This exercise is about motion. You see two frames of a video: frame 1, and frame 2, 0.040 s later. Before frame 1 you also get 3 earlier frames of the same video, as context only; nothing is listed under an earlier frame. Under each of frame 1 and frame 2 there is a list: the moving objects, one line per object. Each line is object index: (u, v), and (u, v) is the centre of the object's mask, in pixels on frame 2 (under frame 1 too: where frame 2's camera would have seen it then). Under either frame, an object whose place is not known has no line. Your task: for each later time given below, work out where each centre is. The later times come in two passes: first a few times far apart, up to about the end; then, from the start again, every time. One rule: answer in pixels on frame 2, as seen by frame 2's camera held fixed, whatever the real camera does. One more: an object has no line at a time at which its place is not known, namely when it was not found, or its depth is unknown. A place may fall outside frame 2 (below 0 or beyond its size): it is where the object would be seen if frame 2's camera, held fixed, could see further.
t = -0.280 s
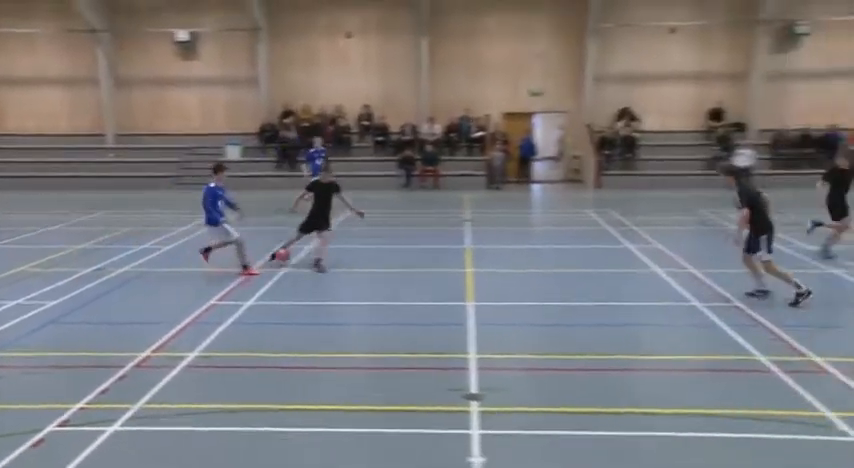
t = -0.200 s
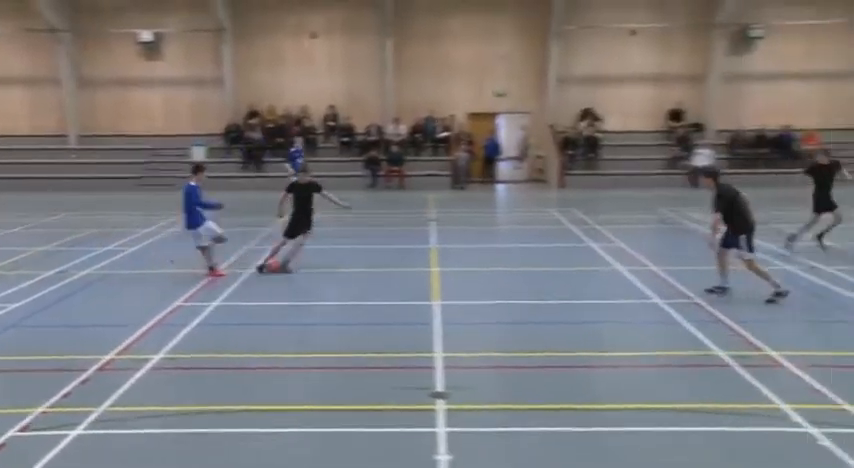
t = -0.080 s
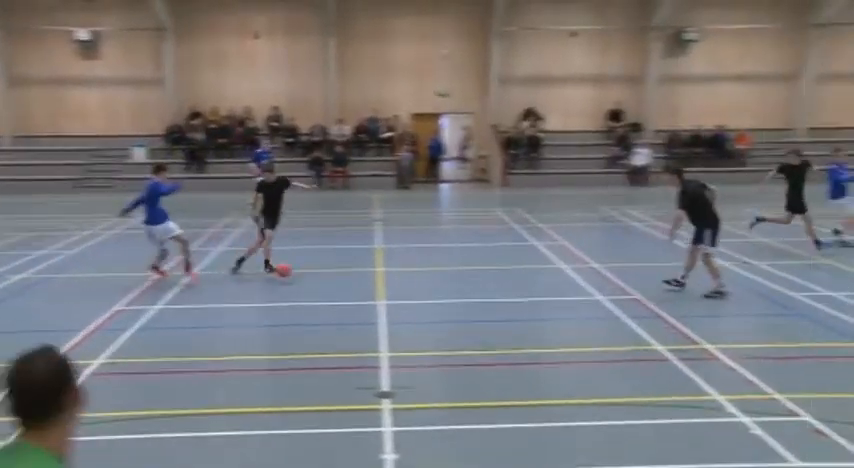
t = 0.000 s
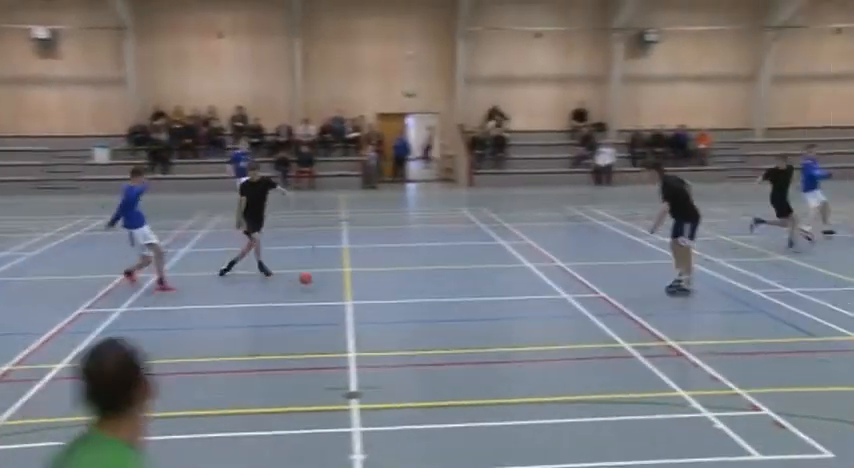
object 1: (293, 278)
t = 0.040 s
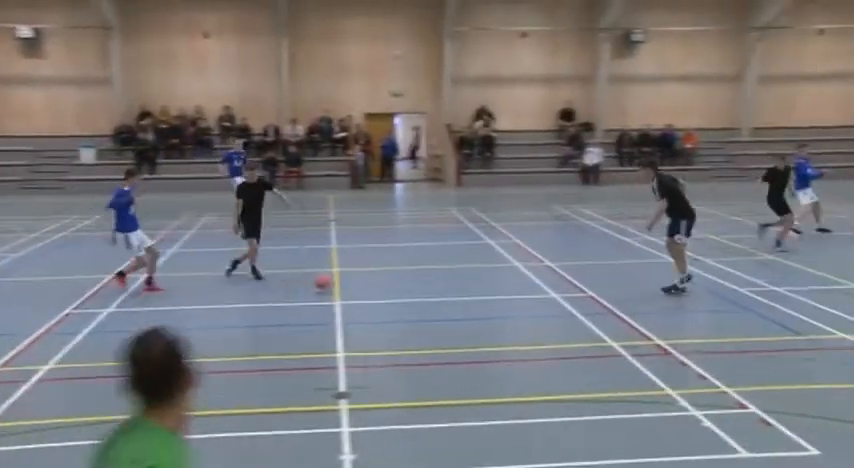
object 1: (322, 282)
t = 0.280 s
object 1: (490, 302)
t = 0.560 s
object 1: (682, 317)
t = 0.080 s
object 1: (353, 289)
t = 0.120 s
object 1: (378, 288)
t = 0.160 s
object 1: (405, 289)
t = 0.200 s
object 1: (433, 291)
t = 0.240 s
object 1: (462, 295)
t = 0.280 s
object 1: (490, 302)
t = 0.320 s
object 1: (517, 303)
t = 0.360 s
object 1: (543, 305)
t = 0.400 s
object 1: (571, 308)
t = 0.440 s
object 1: (599, 310)
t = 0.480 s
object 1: (626, 313)
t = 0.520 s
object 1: (654, 315)
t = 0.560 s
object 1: (682, 317)
